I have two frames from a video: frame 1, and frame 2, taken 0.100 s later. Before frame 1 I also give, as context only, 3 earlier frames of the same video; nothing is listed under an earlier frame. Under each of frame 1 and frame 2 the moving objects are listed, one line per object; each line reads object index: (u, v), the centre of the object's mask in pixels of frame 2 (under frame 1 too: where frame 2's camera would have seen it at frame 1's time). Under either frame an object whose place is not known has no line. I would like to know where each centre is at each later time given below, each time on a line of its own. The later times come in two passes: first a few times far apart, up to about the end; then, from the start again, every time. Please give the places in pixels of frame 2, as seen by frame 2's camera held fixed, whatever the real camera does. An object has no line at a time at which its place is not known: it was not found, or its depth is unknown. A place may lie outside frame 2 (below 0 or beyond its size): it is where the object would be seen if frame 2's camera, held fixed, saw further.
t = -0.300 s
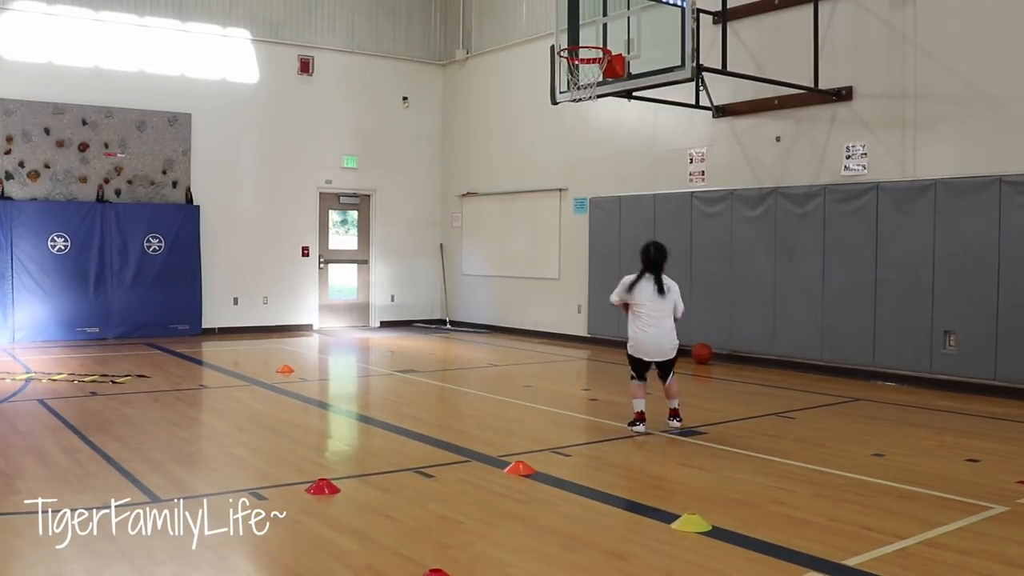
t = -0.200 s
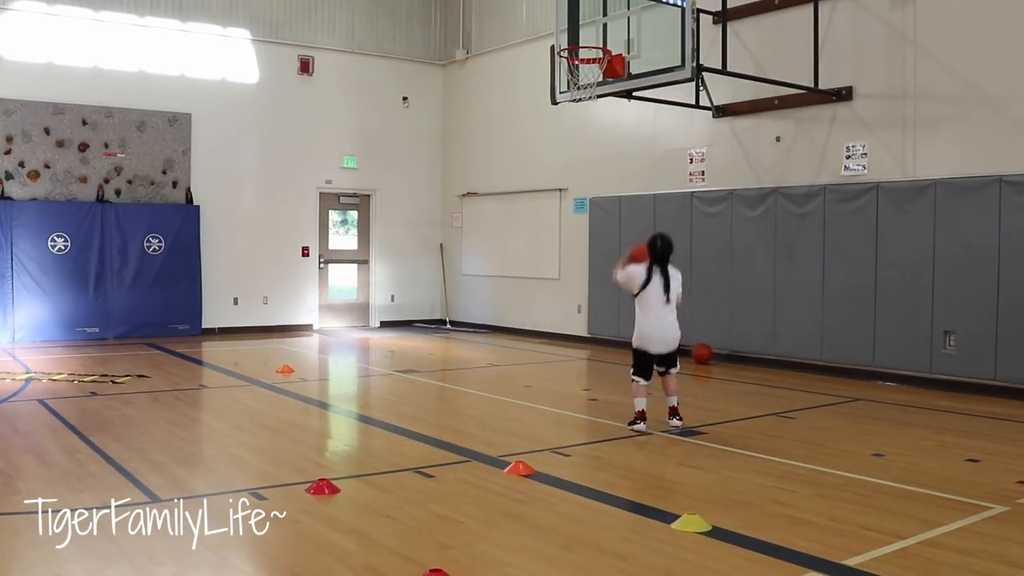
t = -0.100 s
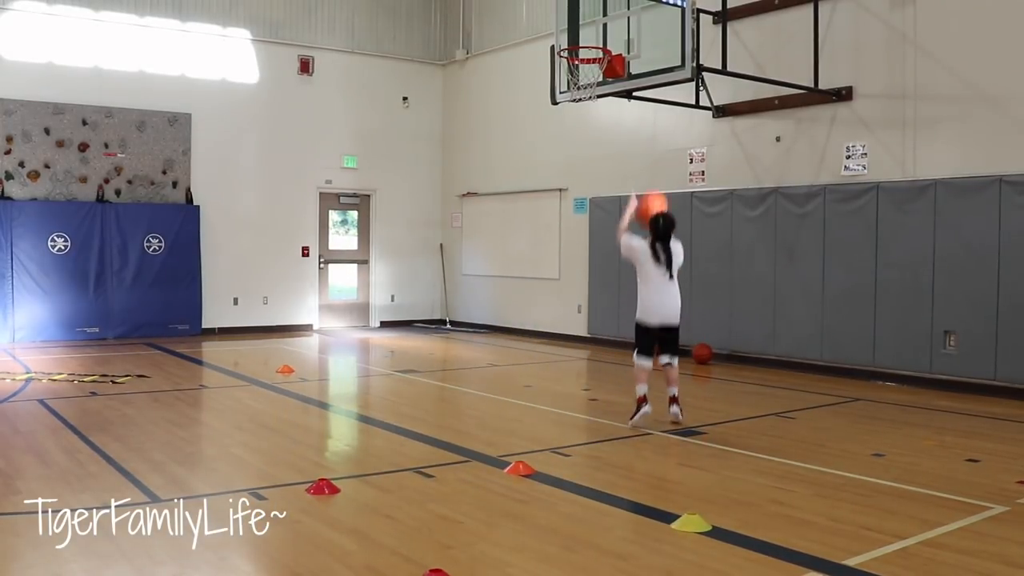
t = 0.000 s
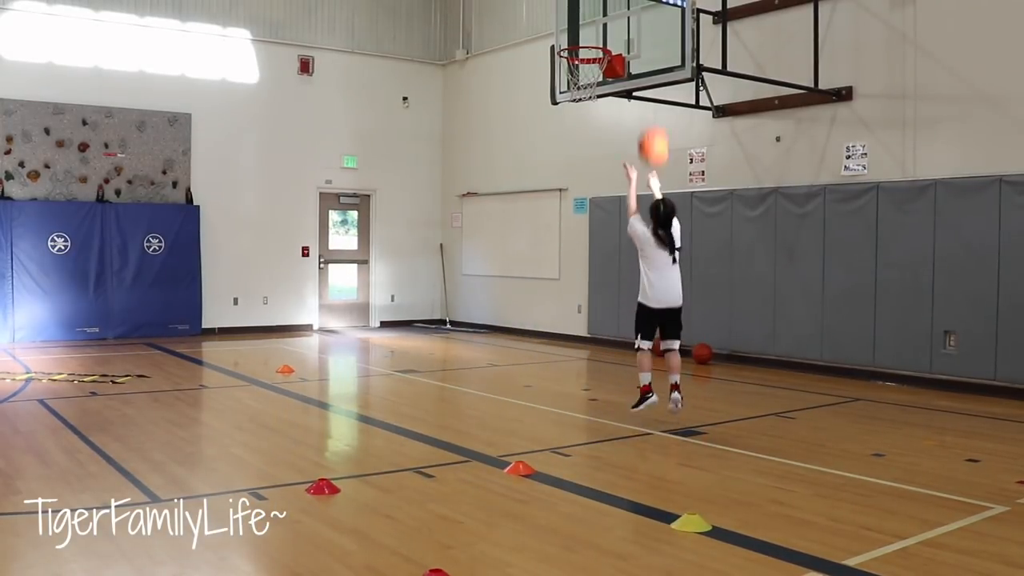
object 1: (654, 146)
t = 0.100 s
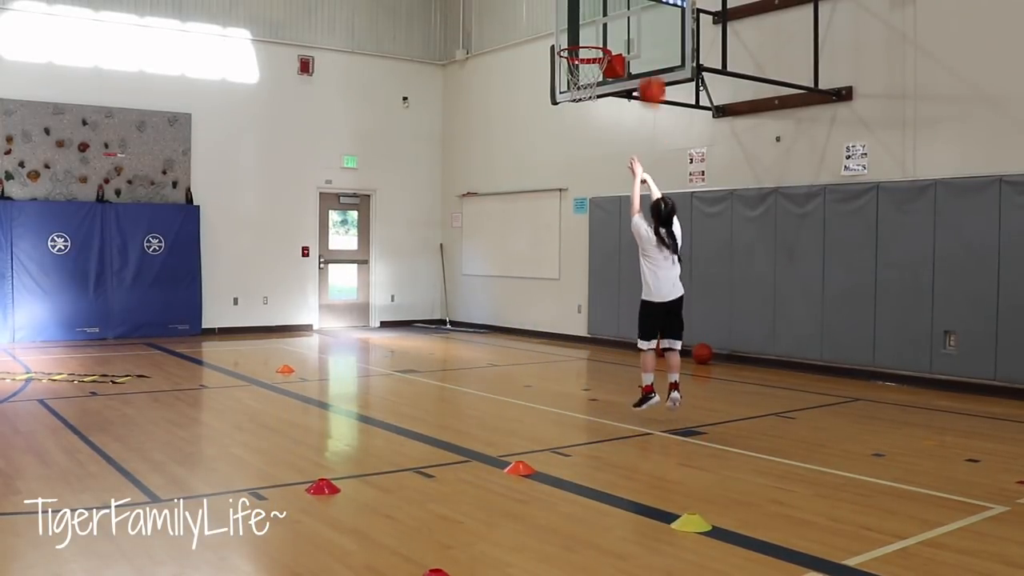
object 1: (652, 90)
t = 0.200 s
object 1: (650, 50)
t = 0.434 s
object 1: (643, 12)
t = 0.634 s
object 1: (604, 29)
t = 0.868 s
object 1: (593, 17)
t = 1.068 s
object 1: (586, 45)
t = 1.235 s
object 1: (579, 108)
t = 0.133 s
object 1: (651, 75)
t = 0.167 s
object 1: (651, 61)
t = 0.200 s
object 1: (650, 50)
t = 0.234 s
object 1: (649, 40)
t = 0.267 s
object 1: (649, 32)
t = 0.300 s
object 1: (649, 25)
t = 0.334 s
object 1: (649, 19)
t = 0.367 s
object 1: (648, 15)
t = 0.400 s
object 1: (648, 13)
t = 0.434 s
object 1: (643, 12)
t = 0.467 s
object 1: (636, 11)
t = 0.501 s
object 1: (630, 12)
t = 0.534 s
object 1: (623, 15)
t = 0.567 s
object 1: (617, 18)
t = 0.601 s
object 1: (611, 23)
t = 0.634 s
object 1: (604, 29)
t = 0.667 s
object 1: (600, 32)
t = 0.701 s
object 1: (598, 28)
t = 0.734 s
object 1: (597, 23)
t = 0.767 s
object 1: (596, 20)
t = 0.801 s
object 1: (595, 17)
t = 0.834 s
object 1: (594, 17)
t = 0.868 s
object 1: (593, 17)
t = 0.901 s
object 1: (592, 18)
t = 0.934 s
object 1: (591, 21)
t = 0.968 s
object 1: (590, 25)
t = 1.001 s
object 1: (588, 30)
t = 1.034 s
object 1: (587, 37)
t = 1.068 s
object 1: (586, 45)
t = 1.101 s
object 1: (584, 55)
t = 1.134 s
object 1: (583, 66)
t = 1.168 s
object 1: (582, 78)
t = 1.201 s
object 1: (581, 91)
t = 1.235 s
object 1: (579, 108)
